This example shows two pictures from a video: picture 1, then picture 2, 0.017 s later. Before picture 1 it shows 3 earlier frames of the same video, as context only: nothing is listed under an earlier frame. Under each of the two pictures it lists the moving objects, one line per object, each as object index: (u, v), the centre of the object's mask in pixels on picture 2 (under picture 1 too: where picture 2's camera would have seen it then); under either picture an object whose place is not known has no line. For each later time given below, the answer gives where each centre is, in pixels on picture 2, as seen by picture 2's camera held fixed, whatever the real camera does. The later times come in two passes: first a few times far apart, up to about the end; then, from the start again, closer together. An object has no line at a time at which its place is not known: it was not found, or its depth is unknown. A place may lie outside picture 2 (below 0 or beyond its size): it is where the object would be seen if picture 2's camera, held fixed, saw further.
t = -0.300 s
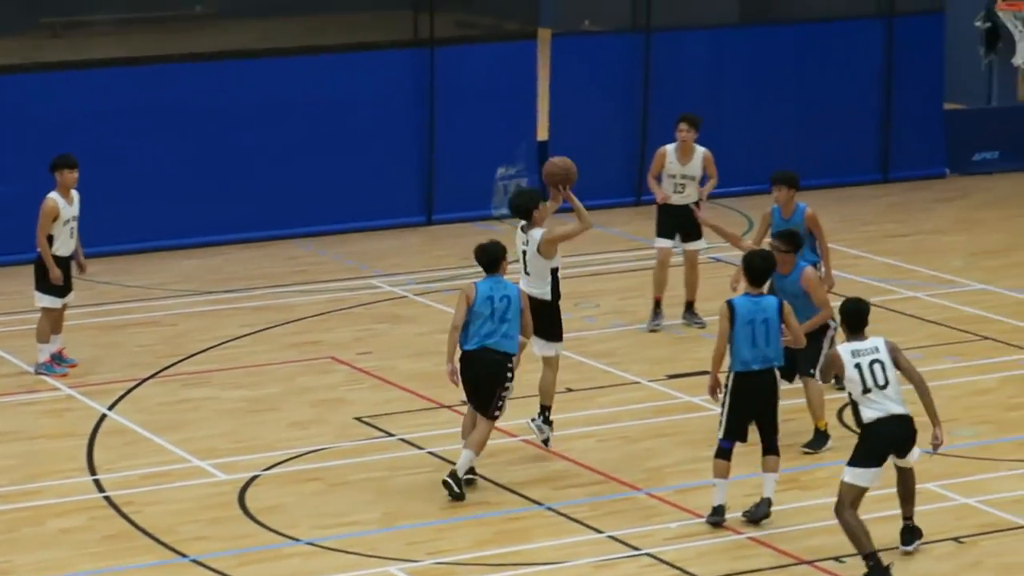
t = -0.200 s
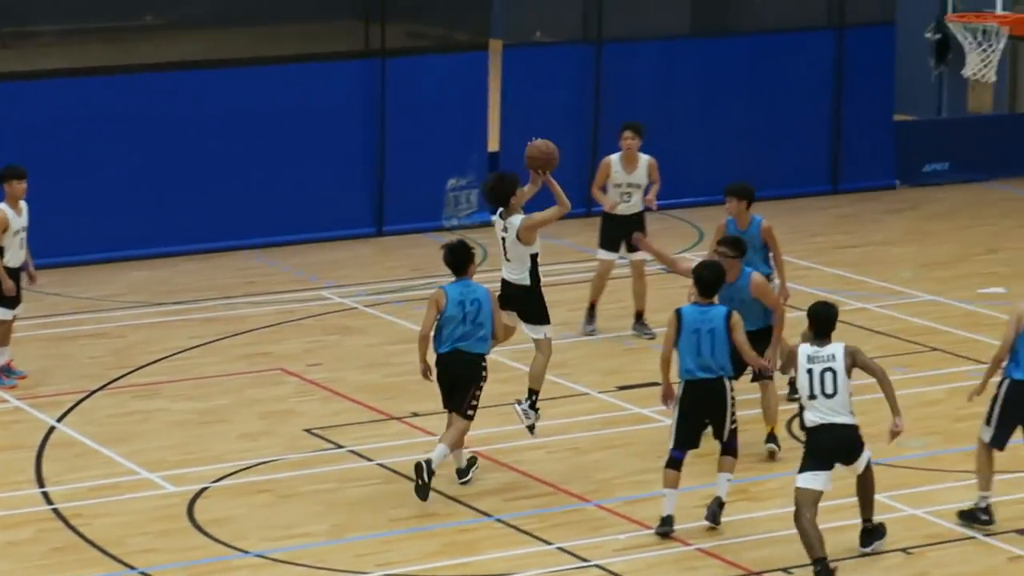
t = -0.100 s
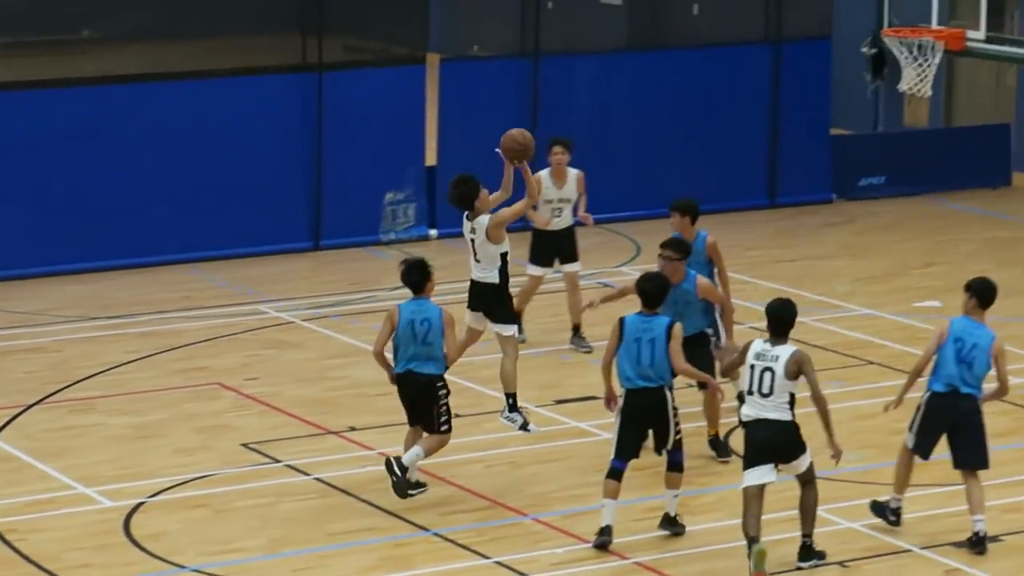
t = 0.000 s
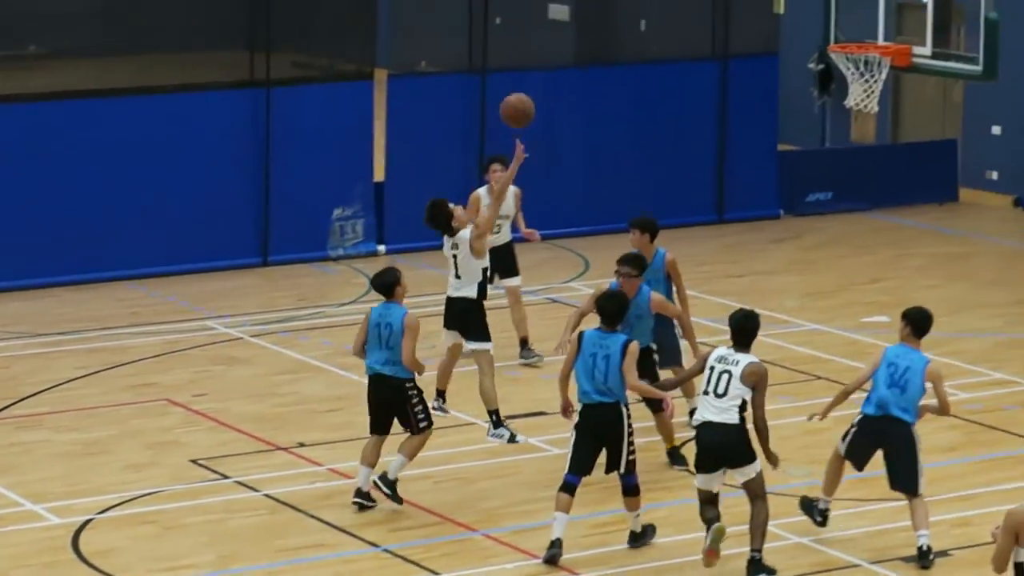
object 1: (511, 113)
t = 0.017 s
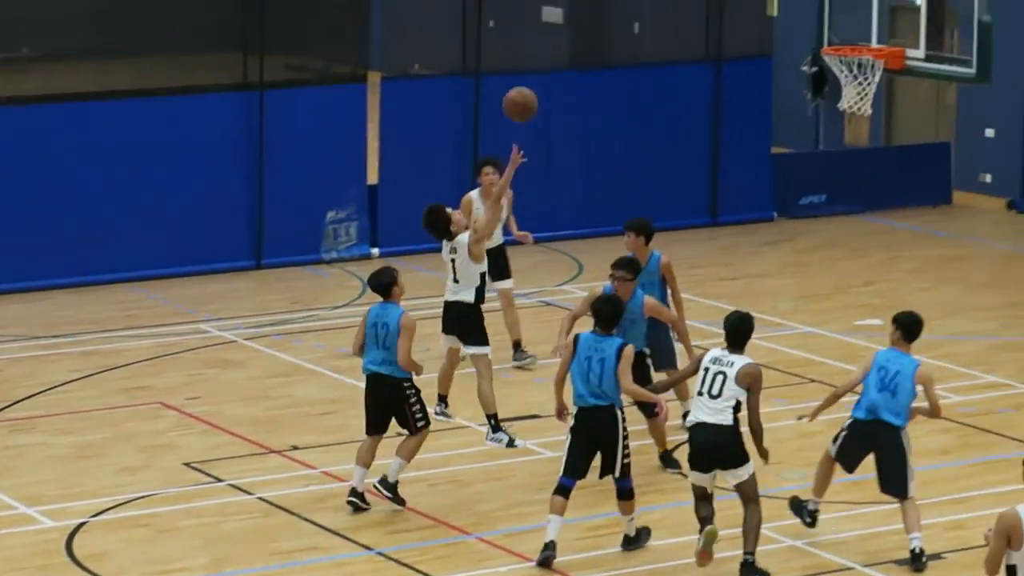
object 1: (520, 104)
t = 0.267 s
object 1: (661, 14)
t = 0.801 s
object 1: (856, 32)
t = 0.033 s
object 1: (529, 96)
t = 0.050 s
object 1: (539, 87)
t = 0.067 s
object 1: (548, 79)
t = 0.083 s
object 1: (558, 72)
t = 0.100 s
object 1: (567, 65)
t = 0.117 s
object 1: (577, 58)
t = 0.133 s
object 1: (587, 51)
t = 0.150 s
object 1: (596, 46)
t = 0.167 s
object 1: (605, 40)
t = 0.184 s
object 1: (615, 35)
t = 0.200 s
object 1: (624, 30)
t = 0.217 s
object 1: (633, 26)
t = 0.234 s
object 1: (643, 22)
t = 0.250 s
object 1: (652, 18)
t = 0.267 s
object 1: (661, 14)
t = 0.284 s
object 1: (671, 11)
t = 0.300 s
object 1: (681, 8)
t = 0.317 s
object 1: (689, 7)
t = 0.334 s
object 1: (698, 5)
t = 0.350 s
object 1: (708, 4)
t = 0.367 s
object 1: (717, 3)
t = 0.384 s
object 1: (726, 2)
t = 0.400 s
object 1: (735, 2)
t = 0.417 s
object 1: (745, 2)
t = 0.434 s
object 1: (753, 2)
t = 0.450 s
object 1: (762, 3)
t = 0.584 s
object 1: (835, 24)
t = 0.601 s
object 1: (844, 28)
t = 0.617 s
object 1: (853, 33)
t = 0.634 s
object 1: (860, 36)
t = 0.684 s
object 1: (874, 38)
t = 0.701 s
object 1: (875, 38)
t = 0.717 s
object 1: (874, 37)
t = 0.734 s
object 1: (871, 37)
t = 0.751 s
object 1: (868, 36)
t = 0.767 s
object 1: (864, 34)
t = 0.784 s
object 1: (859, 33)
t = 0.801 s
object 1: (856, 32)
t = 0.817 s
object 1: (851, 29)
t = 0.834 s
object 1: (847, 29)
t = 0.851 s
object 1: (843, 28)
